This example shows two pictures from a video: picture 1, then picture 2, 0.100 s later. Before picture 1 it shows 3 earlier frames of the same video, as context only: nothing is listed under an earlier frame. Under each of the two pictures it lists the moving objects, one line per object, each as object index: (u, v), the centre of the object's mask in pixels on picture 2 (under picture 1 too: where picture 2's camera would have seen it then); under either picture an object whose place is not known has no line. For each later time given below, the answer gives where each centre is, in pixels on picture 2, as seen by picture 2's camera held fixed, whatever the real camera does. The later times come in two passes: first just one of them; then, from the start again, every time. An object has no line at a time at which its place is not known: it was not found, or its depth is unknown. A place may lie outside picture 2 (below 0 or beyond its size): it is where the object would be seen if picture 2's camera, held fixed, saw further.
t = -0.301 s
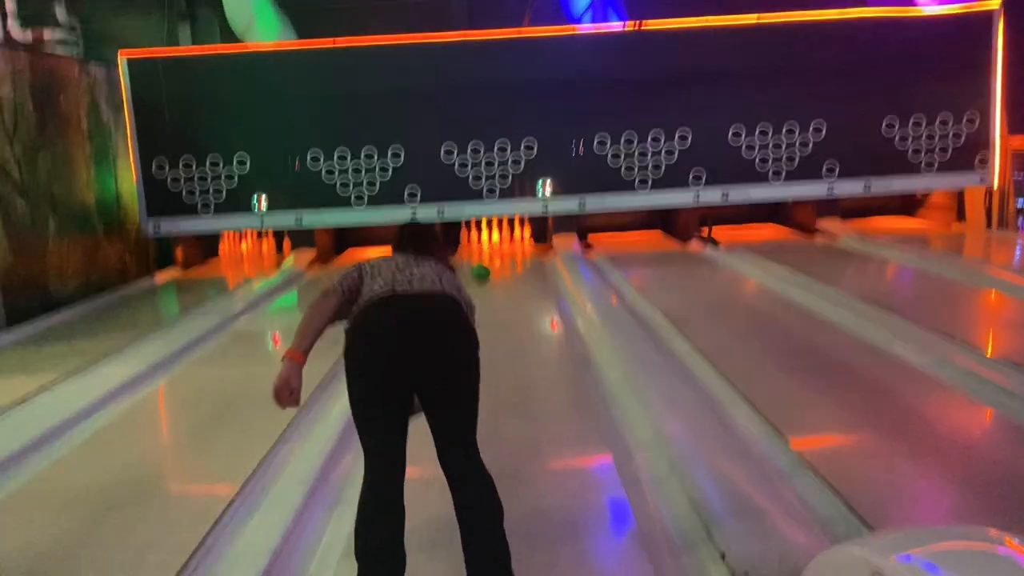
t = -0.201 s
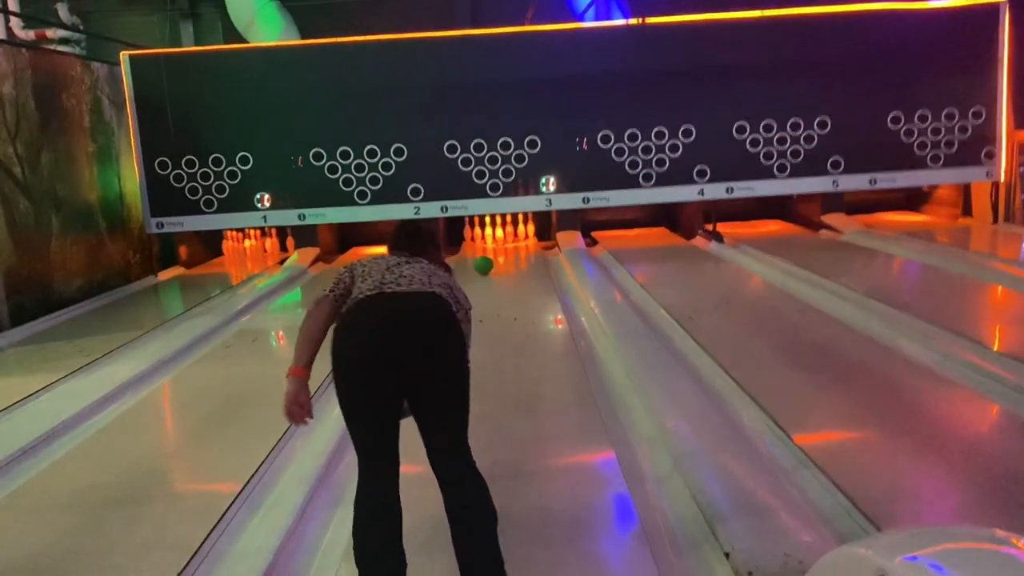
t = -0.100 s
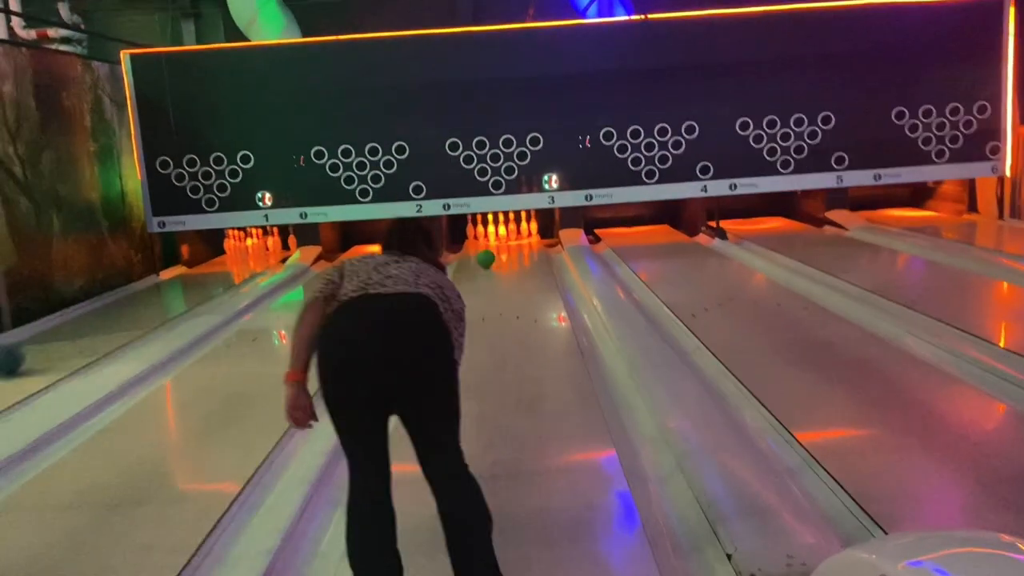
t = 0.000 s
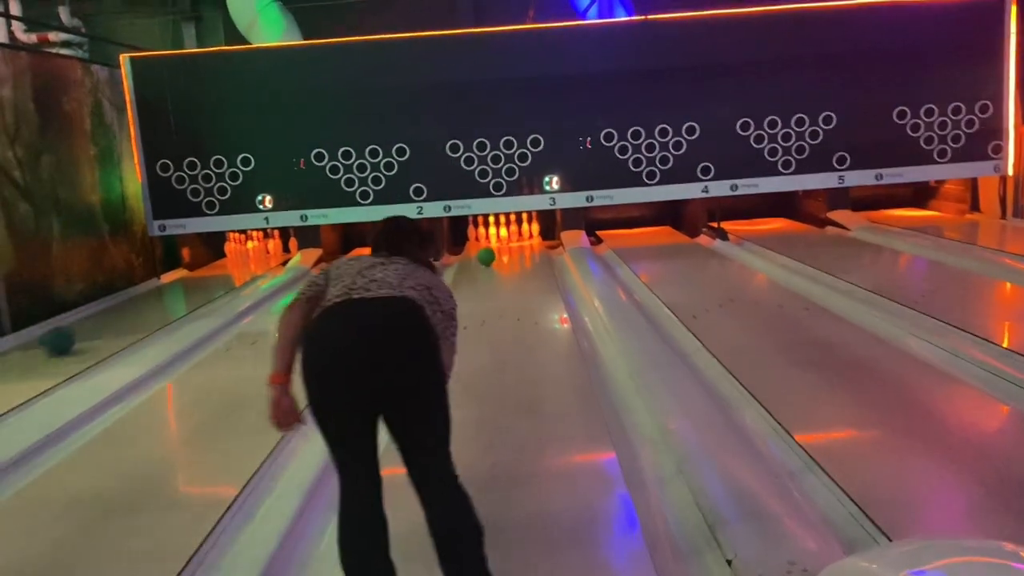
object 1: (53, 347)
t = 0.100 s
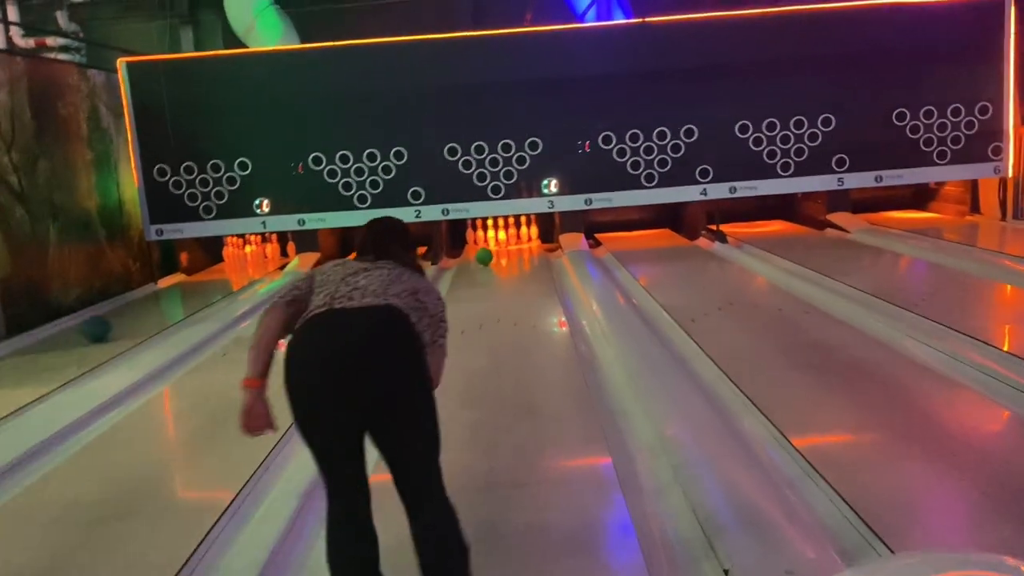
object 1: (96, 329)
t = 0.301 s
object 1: (160, 301)
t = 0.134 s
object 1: (108, 324)
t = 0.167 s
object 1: (121, 318)
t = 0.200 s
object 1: (131, 314)
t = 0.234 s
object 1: (141, 310)
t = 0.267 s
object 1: (151, 305)
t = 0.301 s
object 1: (160, 301)
